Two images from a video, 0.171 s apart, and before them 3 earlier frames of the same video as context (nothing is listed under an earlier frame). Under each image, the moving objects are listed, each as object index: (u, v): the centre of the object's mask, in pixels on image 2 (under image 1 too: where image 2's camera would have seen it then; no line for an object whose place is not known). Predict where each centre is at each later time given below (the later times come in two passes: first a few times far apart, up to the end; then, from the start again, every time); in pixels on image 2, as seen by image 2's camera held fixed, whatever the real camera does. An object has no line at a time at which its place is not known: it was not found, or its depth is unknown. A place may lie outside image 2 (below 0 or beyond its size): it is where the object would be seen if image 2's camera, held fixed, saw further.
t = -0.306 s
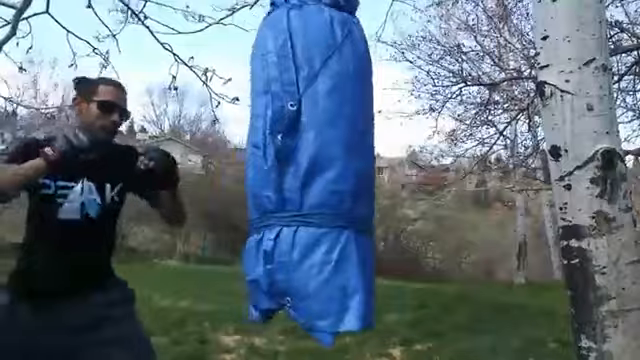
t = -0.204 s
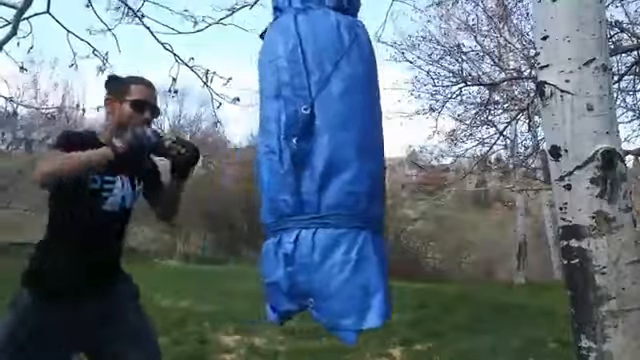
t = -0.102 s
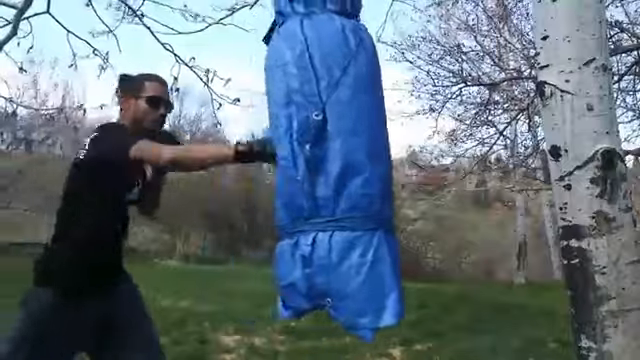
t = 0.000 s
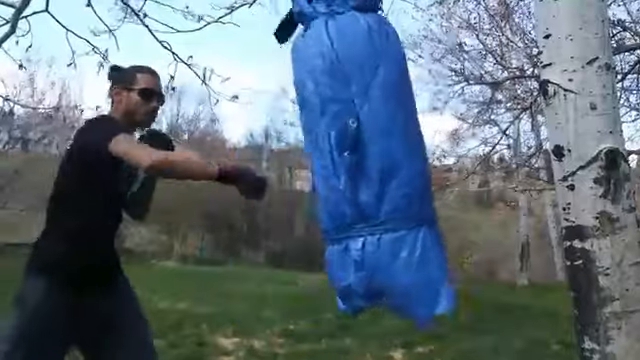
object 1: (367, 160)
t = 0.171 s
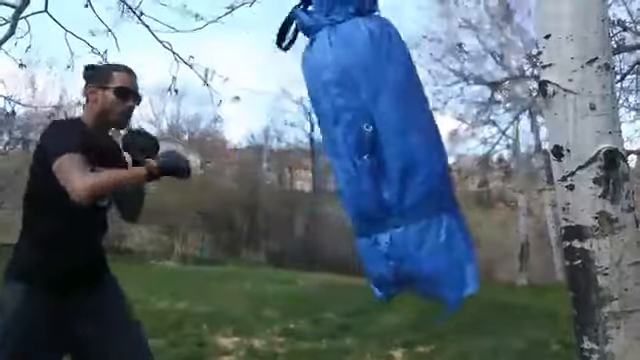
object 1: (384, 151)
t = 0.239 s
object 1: (385, 149)
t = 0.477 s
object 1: (360, 149)
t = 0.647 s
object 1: (323, 157)
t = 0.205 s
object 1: (385, 150)
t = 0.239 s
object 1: (385, 149)
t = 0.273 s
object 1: (384, 148)
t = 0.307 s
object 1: (383, 146)
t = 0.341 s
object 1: (379, 146)
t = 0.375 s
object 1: (376, 146)
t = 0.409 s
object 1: (371, 147)
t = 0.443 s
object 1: (366, 148)
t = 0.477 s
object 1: (360, 149)
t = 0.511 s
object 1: (354, 150)
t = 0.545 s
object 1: (347, 152)
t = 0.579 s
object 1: (339, 154)
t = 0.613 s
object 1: (332, 156)
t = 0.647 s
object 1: (323, 157)
